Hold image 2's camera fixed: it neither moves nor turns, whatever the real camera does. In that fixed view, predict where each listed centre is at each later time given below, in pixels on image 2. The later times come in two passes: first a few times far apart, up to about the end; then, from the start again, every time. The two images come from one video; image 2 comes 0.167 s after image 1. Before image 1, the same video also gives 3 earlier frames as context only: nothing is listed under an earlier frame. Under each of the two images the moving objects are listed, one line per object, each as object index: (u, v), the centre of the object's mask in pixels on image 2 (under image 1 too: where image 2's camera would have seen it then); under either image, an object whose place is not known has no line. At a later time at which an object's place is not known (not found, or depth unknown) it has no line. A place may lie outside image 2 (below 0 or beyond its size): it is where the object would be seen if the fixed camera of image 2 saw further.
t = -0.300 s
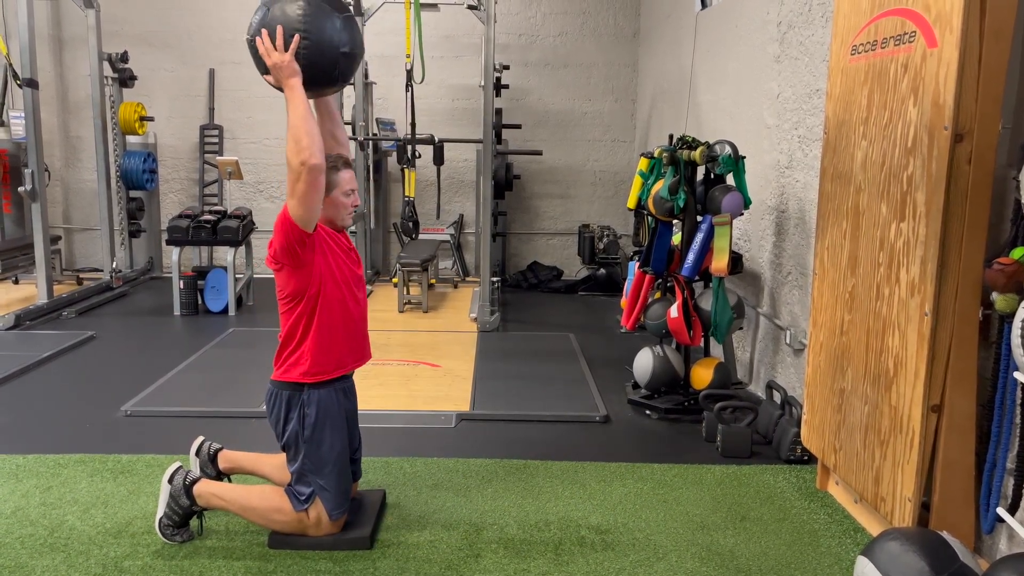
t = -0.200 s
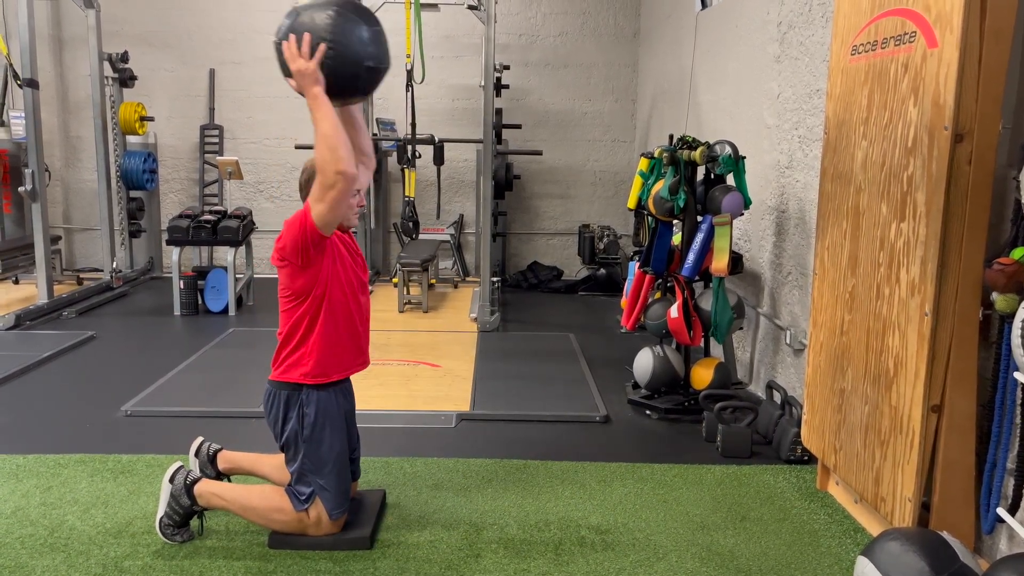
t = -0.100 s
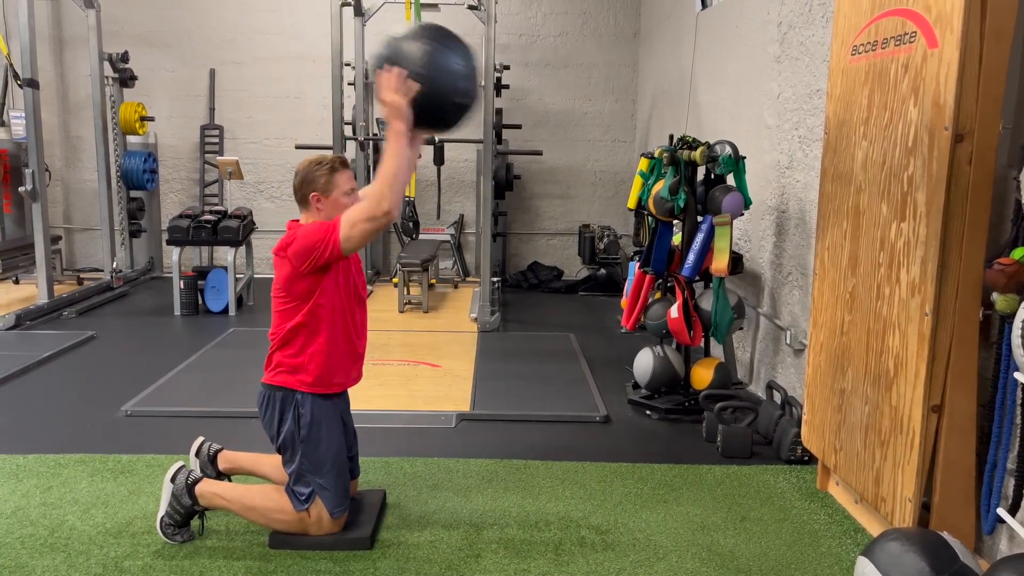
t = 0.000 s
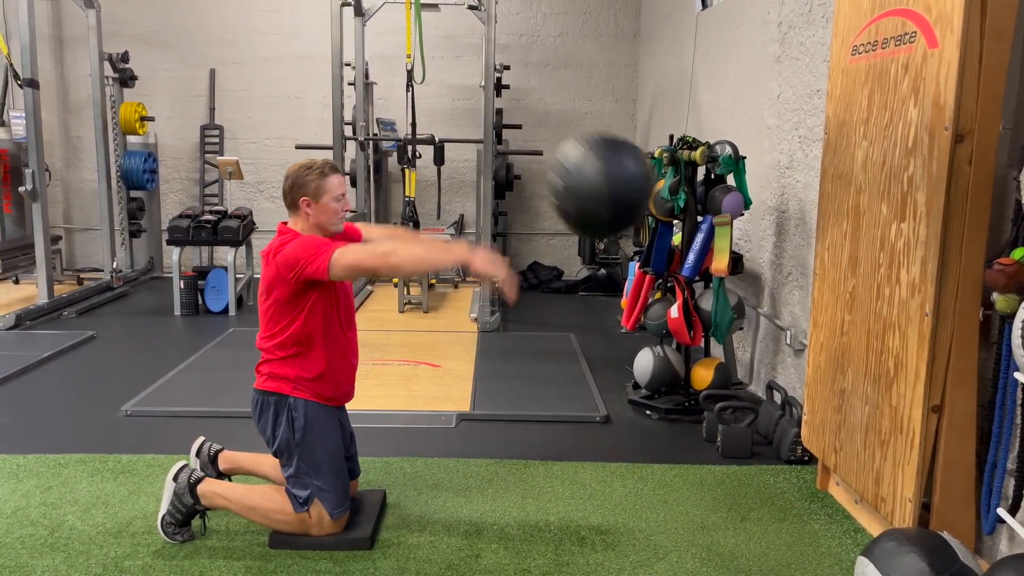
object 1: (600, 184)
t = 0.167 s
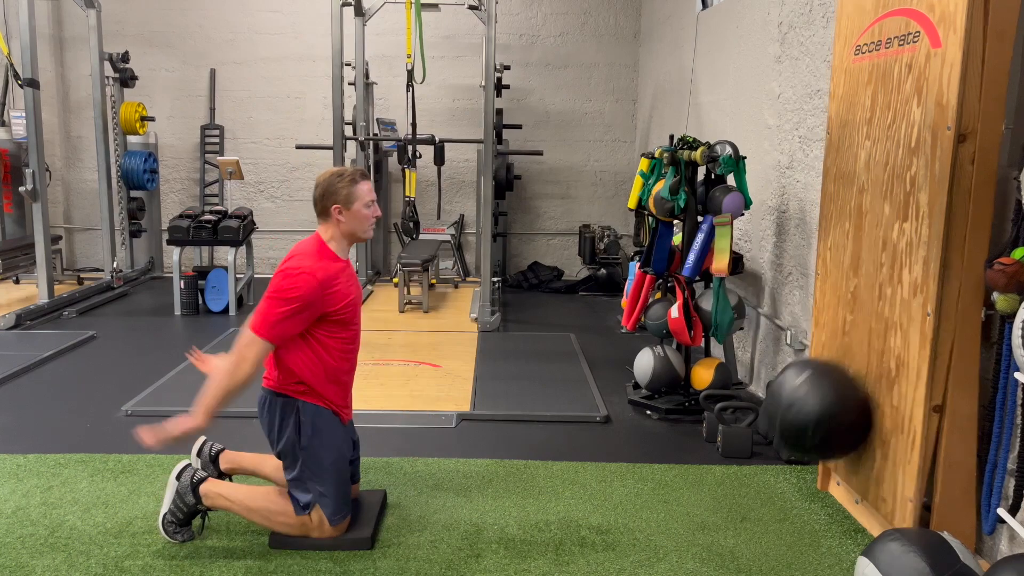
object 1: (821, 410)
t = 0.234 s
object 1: (762, 474)
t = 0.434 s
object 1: (616, 448)
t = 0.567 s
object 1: (521, 446)
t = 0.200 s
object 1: (790, 441)
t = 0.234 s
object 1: (762, 474)
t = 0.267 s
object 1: (734, 508)
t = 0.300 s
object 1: (711, 497)
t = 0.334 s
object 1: (688, 480)
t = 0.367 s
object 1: (666, 465)
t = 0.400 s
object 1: (640, 455)
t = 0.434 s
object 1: (616, 448)
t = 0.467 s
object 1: (591, 443)
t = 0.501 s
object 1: (568, 441)
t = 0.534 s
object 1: (545, 442)
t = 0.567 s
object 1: (521, 446)
